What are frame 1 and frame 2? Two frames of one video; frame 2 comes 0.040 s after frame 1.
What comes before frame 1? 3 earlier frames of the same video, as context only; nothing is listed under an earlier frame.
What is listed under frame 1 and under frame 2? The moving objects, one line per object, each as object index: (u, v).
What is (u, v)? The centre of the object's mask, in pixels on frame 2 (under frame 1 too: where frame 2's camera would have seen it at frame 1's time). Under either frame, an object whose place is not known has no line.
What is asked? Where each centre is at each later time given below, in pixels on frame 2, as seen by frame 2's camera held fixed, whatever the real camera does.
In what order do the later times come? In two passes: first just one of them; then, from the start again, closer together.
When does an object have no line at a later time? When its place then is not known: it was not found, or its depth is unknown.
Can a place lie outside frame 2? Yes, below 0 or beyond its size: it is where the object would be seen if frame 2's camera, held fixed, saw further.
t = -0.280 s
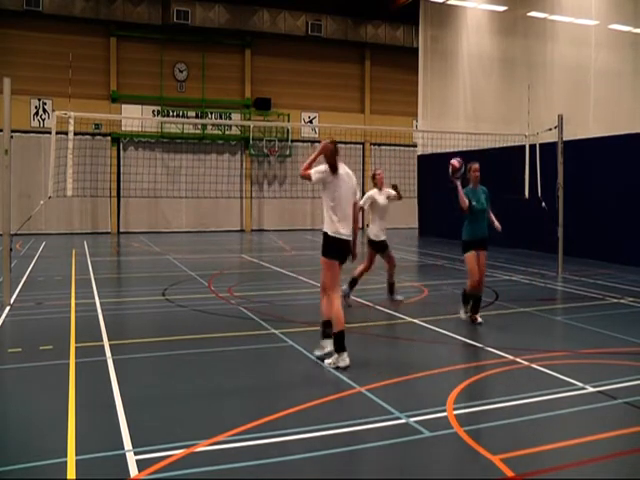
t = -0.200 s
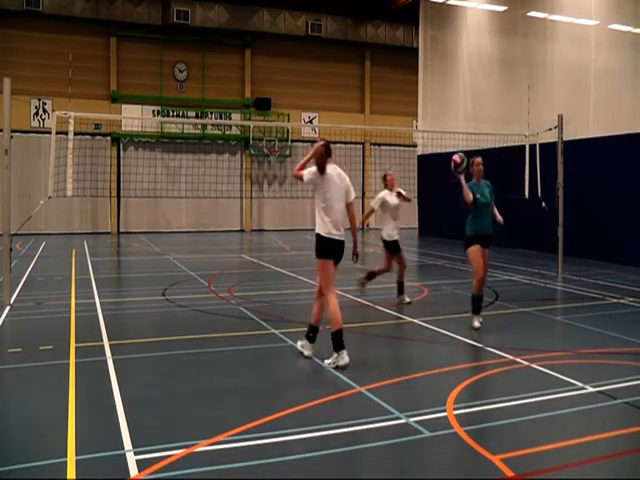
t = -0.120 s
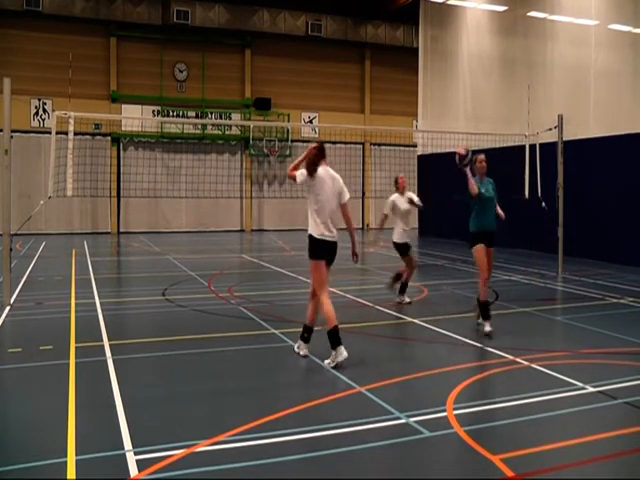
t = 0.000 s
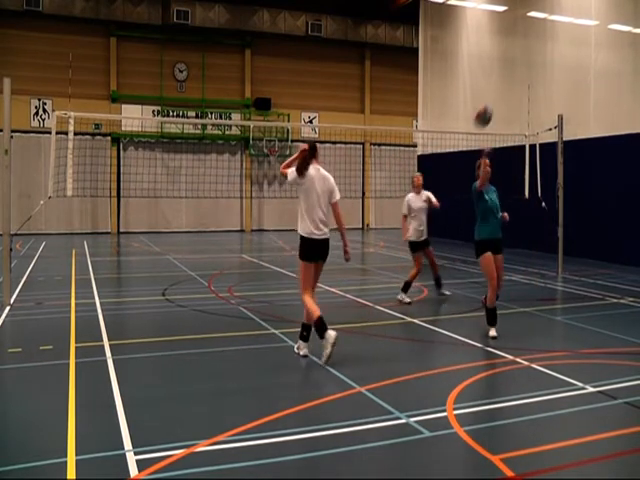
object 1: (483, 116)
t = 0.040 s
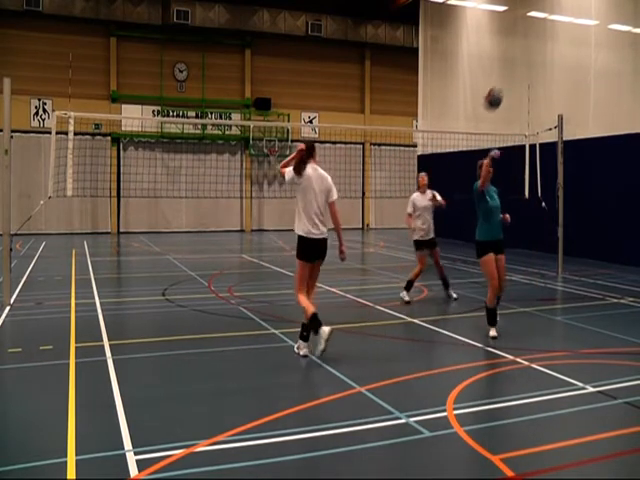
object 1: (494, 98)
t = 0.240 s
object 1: (551, 27)
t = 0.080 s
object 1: (504, 82)
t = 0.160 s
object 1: (526, 52)
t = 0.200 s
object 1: (538, 39)
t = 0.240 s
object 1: (551, 27)
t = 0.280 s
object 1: (565, 14)
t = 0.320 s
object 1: (579, 9)
